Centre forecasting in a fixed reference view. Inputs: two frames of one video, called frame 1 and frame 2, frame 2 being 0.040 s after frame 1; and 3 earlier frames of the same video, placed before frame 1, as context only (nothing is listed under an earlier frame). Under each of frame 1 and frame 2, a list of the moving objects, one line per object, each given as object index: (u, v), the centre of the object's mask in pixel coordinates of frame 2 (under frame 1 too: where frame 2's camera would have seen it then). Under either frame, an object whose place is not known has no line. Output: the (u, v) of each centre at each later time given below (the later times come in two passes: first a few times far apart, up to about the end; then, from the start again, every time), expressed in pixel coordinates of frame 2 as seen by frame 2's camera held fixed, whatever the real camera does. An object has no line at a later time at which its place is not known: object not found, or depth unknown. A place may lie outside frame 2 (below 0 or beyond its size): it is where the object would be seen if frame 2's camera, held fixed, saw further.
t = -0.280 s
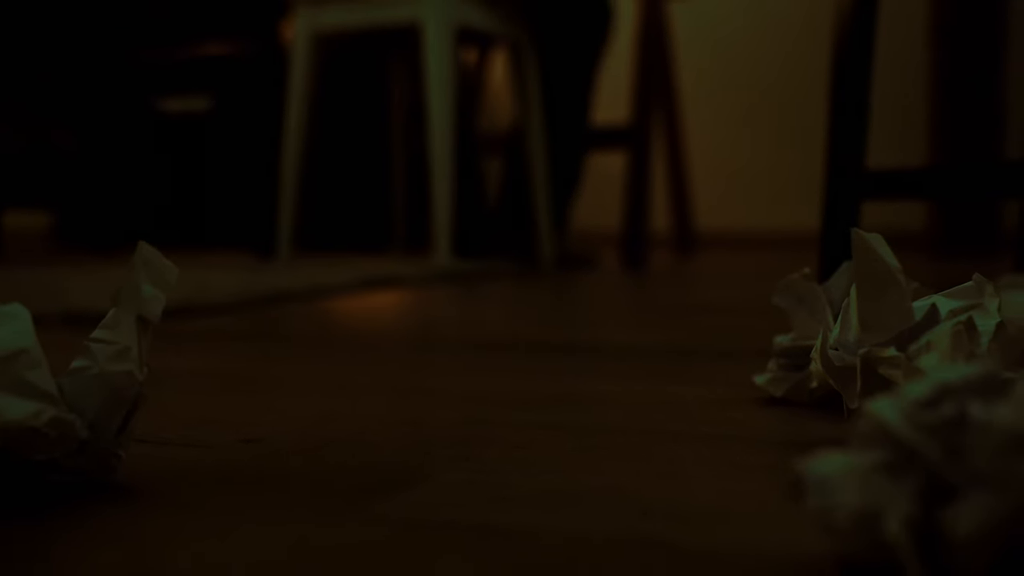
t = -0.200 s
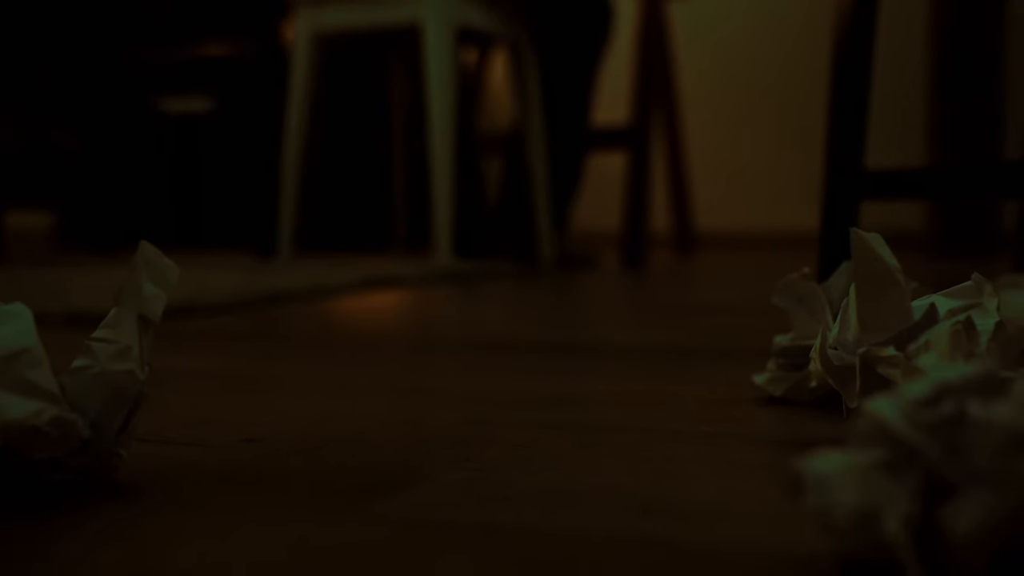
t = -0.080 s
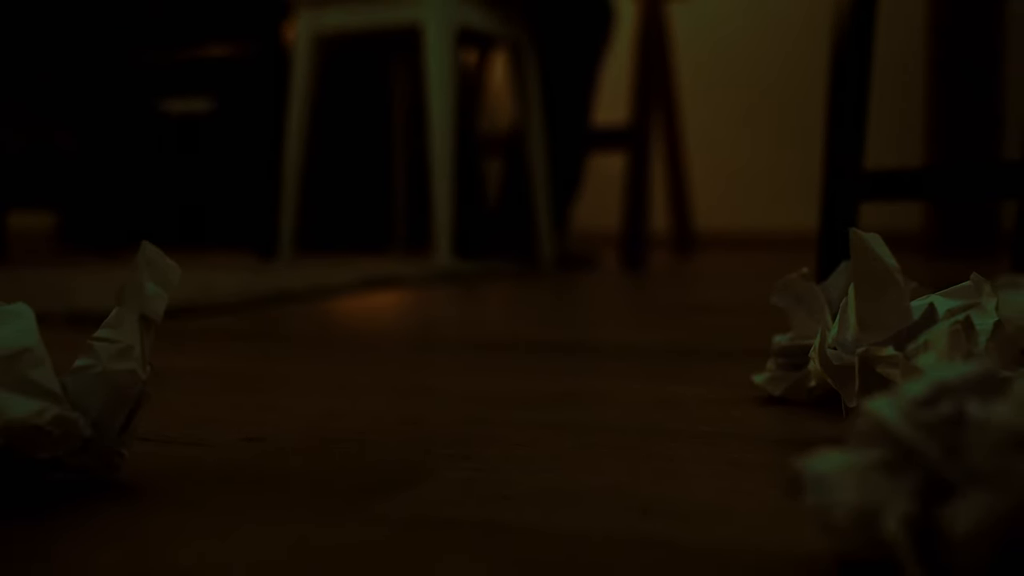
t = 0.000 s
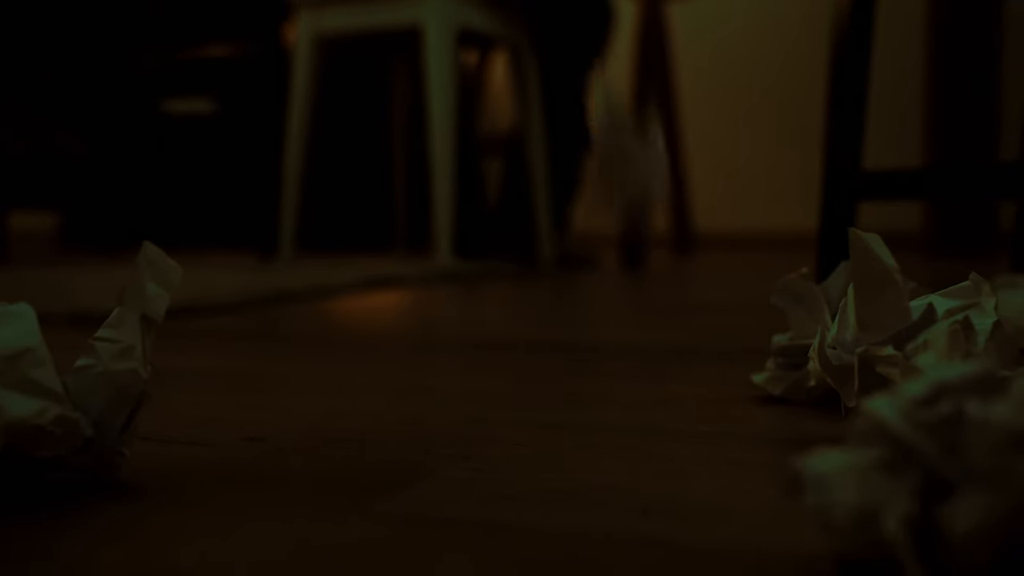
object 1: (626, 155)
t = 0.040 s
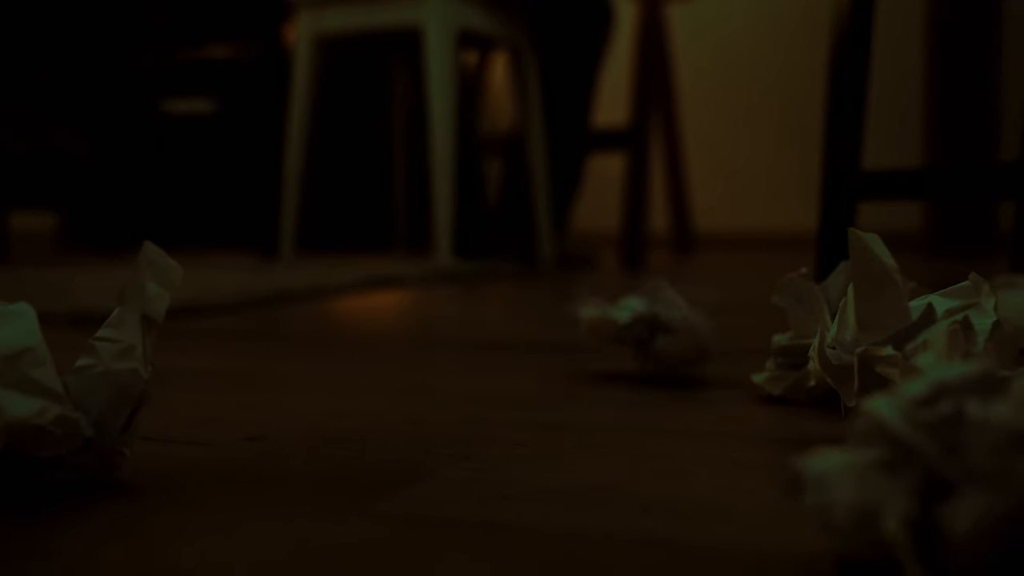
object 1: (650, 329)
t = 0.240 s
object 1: (556, 332)
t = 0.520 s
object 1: (559, 345)
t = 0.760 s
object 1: (595, 347)
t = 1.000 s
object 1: (593, 347)
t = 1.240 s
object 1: (593, 347)
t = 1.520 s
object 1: (593, 348)
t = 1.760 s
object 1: (591, 348)
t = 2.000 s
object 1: (591, 348)
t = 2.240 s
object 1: (590, 349)
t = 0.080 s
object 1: (637, 286)
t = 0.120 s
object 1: (622, 258)
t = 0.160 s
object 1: (594, 253)
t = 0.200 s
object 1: (562, 287)
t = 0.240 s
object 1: (556, 332)
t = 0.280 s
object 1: (544, 339)
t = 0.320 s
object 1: (541, 340)
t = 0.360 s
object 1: (537, 341)
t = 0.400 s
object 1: (536, 342)
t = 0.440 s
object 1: (540, 344)
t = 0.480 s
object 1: (548, 344)
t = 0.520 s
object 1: (559, 345)
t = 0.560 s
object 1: (575, 346)
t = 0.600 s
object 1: (588, 344)
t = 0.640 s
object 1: (594, 347)
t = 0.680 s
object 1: (595, 348)
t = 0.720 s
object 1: (595, 347)
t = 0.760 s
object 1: (595, 347)
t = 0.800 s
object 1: (594, 347)
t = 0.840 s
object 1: (594, 347)
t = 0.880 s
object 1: (594, 347)
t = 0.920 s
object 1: (594, 347)
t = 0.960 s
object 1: (594, 347)
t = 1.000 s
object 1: (593, 347)
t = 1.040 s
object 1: (593, 347)
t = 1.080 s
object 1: (593, 348)
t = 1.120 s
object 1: (593, 348)
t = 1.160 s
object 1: (593, 348)
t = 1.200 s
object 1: (593, 347)
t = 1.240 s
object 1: (593, 347)
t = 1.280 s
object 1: (593, 348)
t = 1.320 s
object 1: (593, 348)
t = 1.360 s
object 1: (593, 348)
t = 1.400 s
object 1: (593, 348)
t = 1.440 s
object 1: (593, 348)
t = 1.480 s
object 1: (593, 348)
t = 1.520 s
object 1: (593, 348)
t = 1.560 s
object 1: (593, 348)
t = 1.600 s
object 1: (592, 348)
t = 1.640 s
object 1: (592, 348)
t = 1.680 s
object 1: (592, 348)
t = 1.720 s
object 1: (592, 348)
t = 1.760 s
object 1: (591, 348)
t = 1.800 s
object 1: (592, 347)
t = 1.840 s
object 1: (591, 348)
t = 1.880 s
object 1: (591, 348)
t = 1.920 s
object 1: (591, 348)
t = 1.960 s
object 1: (591, 347)
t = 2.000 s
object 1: (591, 348)
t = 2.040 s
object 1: (591, 348)
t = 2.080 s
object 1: (591, 348)
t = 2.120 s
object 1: (590, 348)
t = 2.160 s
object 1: (590, 348)
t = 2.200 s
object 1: (590, 348)
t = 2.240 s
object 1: (590, 349)
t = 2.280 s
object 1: (590, 348)
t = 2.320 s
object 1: (590, 348)
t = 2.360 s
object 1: (590, 349)
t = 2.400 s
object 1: (590, 349)
